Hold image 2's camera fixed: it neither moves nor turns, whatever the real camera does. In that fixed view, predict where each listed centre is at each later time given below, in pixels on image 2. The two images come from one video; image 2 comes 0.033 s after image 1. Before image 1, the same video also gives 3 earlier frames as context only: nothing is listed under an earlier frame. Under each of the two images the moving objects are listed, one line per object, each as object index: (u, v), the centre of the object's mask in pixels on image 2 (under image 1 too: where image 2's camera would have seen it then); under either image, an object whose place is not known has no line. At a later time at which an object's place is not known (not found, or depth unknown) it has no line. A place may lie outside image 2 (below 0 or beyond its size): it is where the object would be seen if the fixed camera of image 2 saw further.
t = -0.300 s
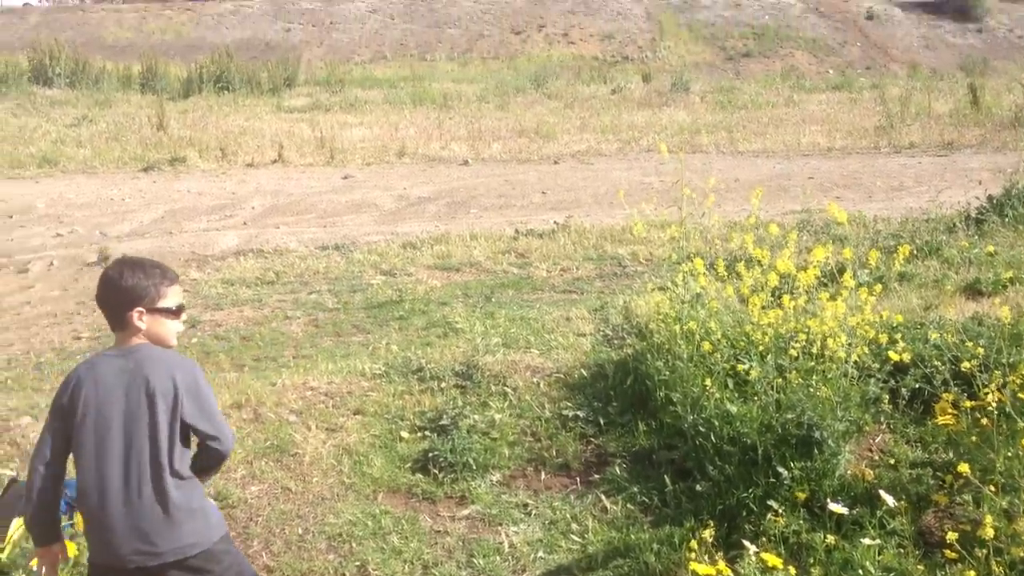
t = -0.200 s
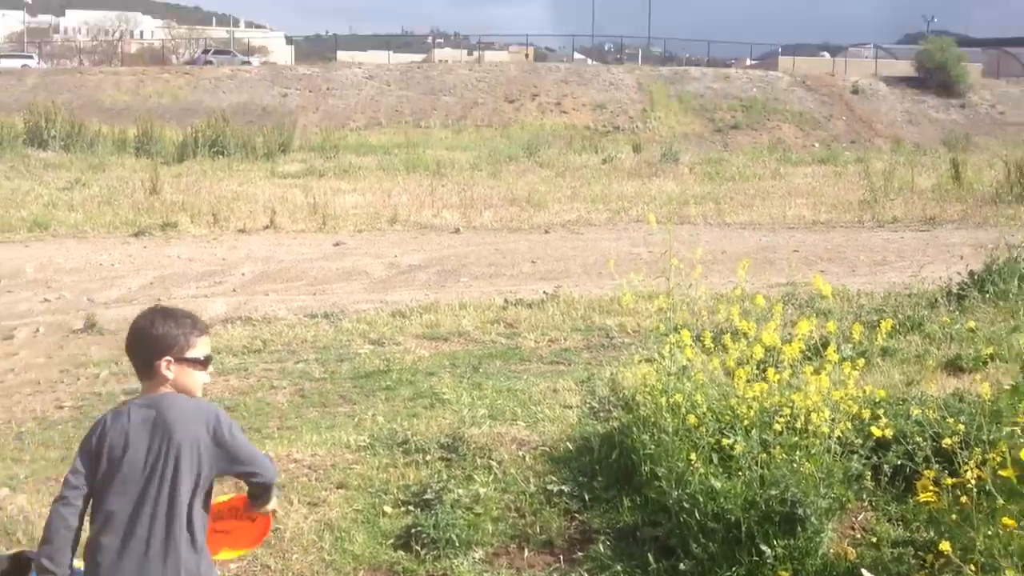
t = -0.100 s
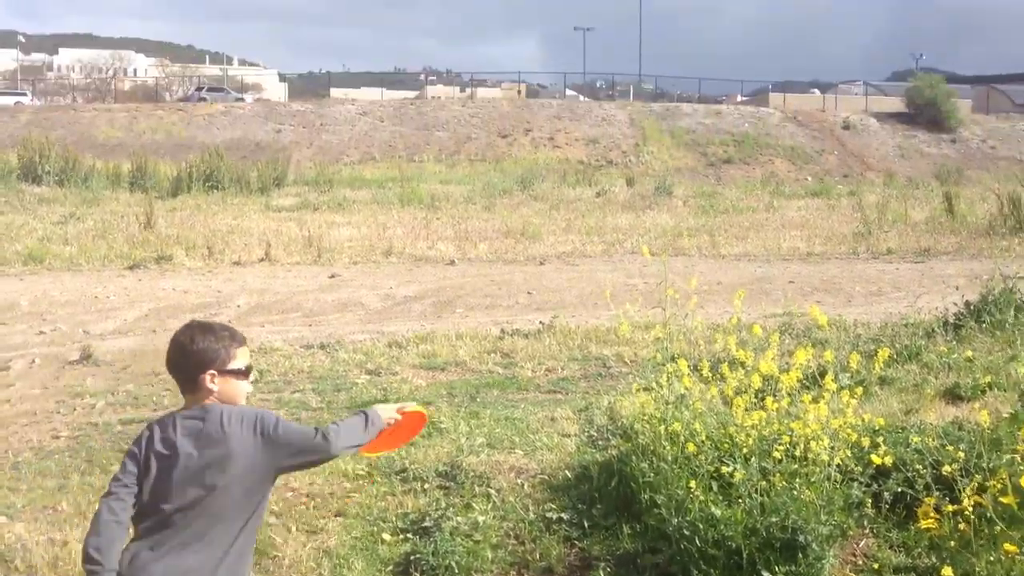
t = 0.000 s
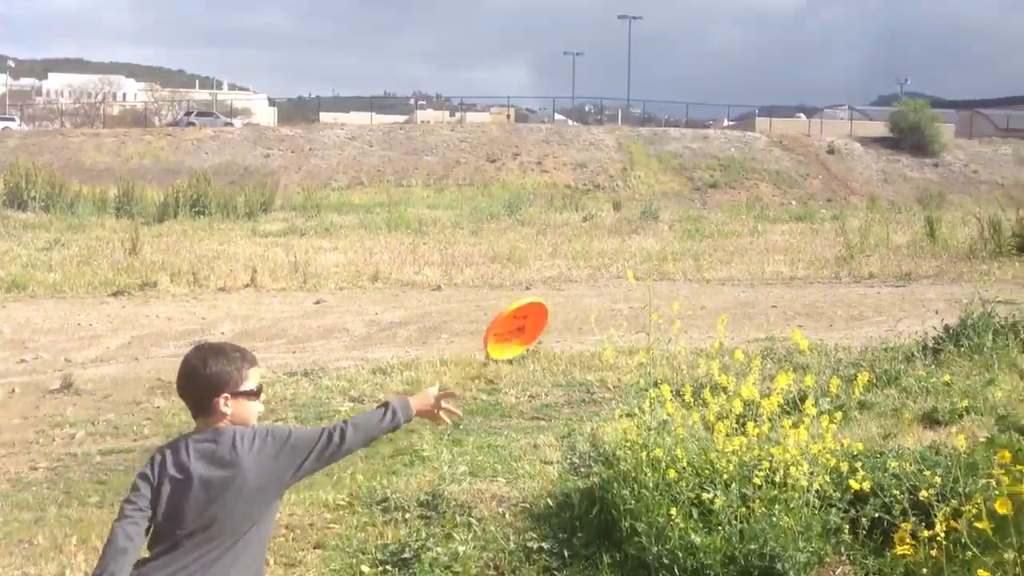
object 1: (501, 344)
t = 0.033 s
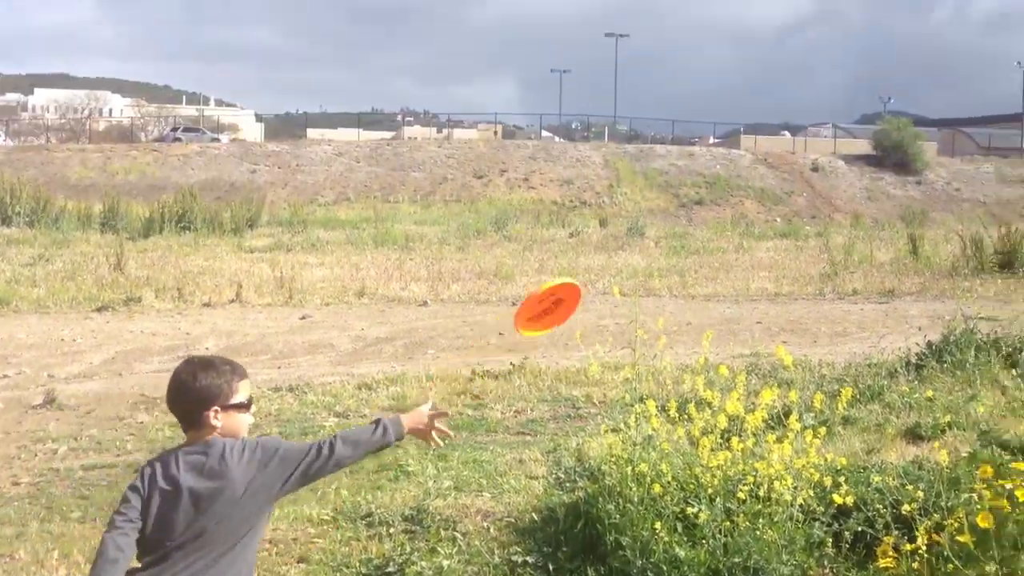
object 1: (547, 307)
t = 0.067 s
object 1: (594, 276)
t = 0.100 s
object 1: (638, 245)
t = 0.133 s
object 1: (681, 218)
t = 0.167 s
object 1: (722, 197)
